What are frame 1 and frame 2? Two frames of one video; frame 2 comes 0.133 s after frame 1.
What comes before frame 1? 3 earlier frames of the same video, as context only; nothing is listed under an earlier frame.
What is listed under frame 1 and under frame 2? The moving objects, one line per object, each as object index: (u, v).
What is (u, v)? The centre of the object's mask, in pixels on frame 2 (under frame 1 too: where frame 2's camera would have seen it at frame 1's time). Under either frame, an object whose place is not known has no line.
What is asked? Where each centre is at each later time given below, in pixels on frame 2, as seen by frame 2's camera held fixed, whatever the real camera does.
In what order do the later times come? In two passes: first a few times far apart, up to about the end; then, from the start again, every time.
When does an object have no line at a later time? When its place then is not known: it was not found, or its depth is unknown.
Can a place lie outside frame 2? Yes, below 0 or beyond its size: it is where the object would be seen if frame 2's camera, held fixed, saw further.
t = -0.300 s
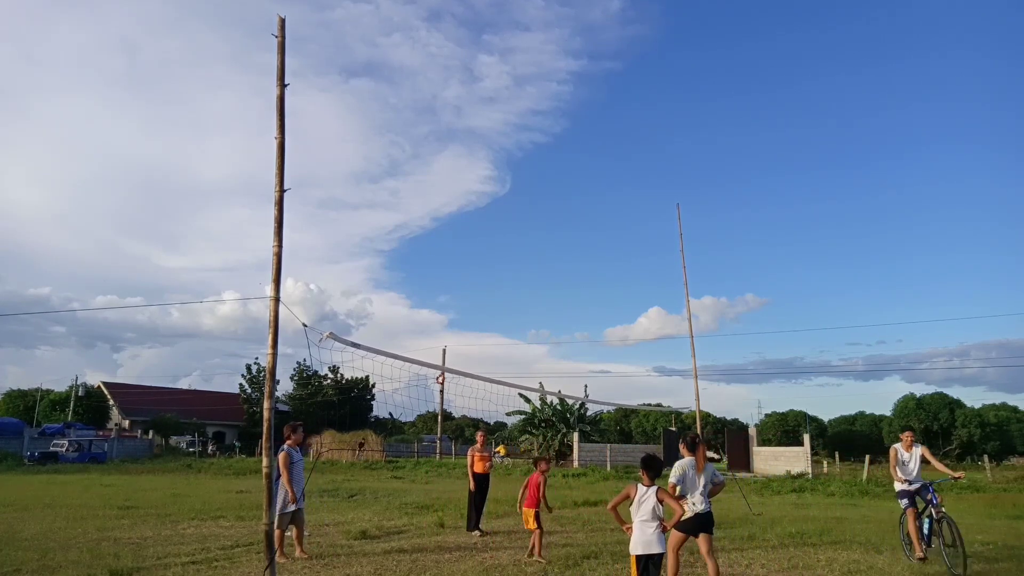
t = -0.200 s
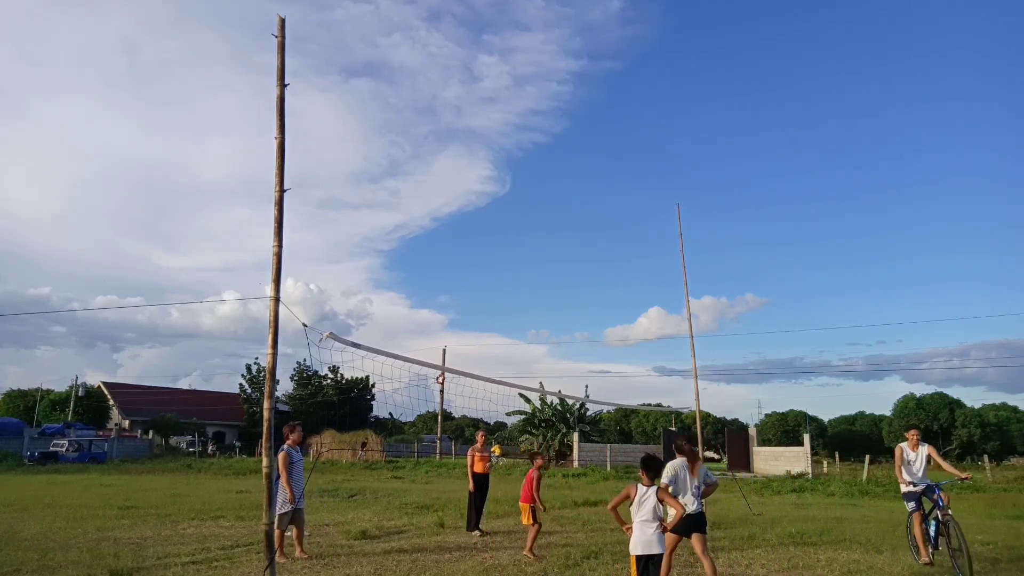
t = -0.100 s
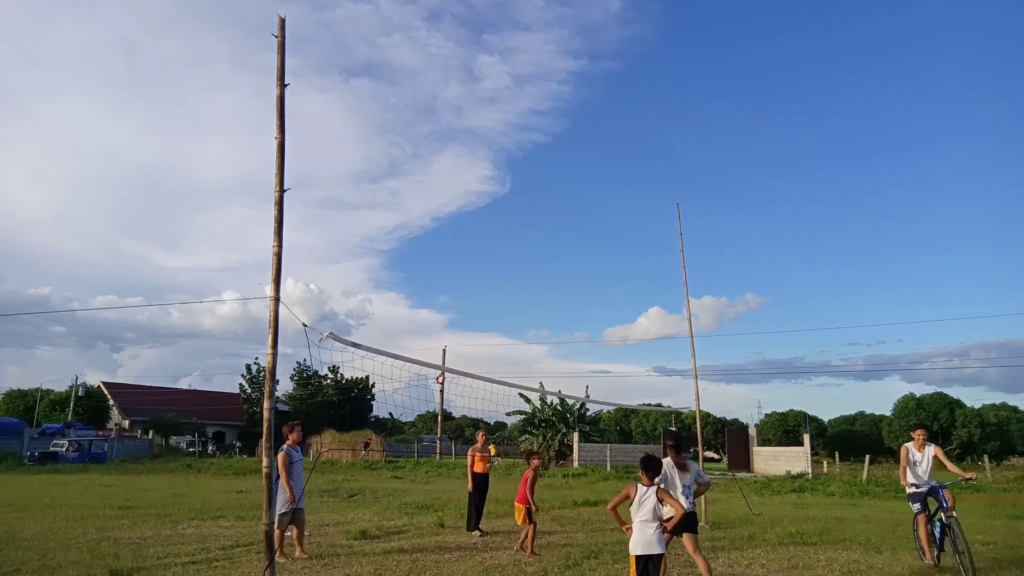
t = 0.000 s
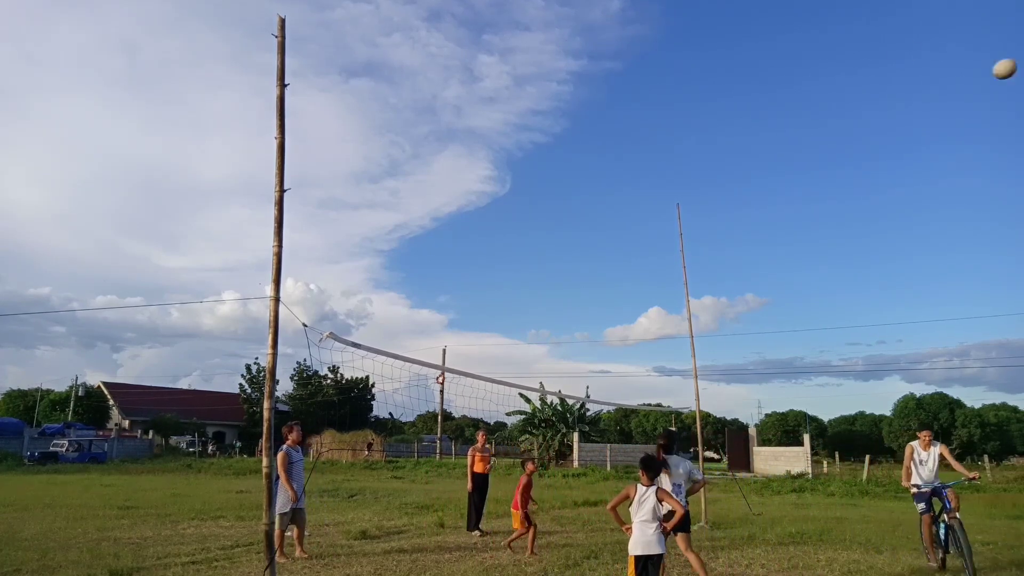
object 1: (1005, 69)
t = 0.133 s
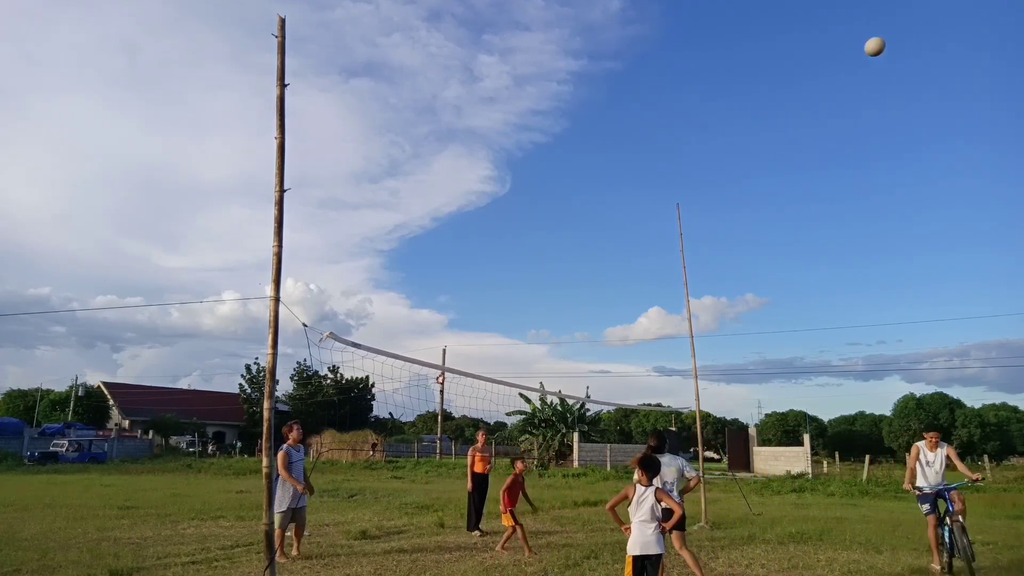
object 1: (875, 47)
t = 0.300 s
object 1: (737, 40)
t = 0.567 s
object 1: (552, 74)
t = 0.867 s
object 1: (373, 163)
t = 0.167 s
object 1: (845, 44)
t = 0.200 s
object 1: (817, 41)
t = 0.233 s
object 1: (789, 40)
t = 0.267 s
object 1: (763, 40)
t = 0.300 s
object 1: (737, 40)
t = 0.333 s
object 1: (712, 42)
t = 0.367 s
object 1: (687, 44)
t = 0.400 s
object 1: (663, 47)
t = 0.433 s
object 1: (640, 51)
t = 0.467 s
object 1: (617, 56)
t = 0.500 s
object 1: (595, 61)
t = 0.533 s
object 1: (573, 68)
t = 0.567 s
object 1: (552, 74)
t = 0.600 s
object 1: (531, 82)
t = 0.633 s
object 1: (511, 89)
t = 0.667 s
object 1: (490, 98)
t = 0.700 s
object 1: (470, 107)
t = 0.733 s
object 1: (451, 117)
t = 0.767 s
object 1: (431, 128)
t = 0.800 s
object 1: (412, 139)
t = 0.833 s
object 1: (392, 151)
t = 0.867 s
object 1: (373, 163)
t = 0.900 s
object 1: (355, 176)
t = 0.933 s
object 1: (336, 190)
